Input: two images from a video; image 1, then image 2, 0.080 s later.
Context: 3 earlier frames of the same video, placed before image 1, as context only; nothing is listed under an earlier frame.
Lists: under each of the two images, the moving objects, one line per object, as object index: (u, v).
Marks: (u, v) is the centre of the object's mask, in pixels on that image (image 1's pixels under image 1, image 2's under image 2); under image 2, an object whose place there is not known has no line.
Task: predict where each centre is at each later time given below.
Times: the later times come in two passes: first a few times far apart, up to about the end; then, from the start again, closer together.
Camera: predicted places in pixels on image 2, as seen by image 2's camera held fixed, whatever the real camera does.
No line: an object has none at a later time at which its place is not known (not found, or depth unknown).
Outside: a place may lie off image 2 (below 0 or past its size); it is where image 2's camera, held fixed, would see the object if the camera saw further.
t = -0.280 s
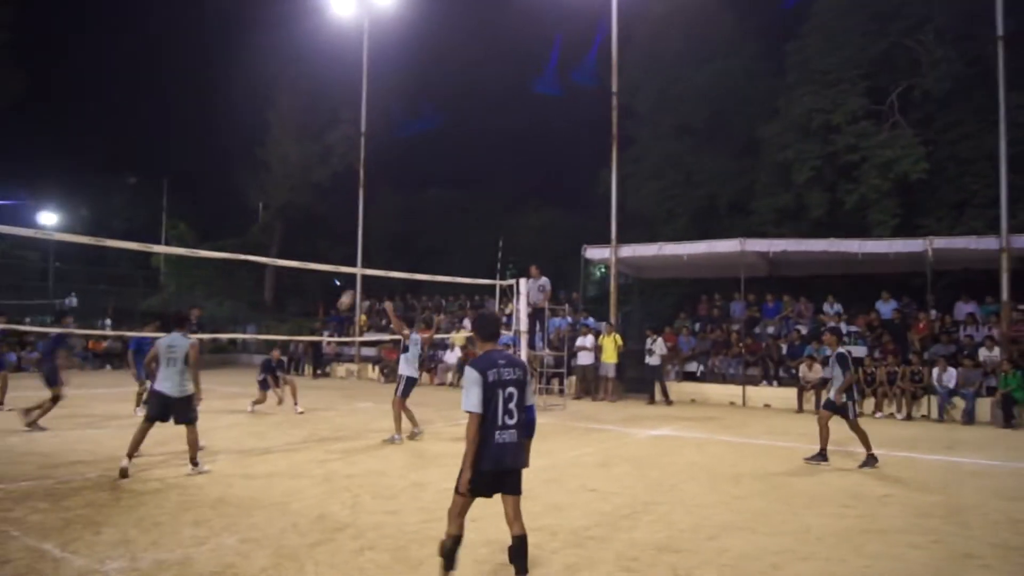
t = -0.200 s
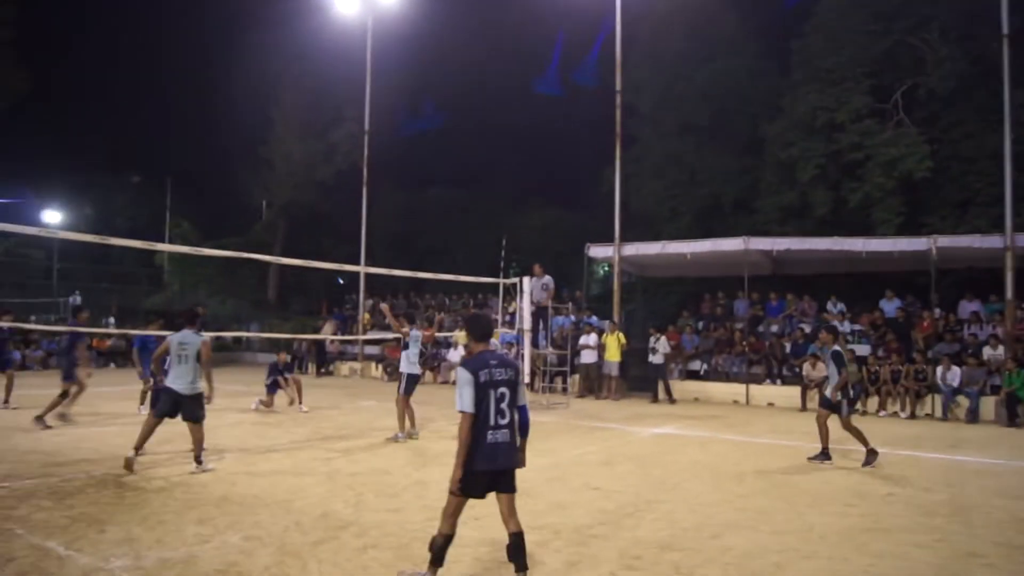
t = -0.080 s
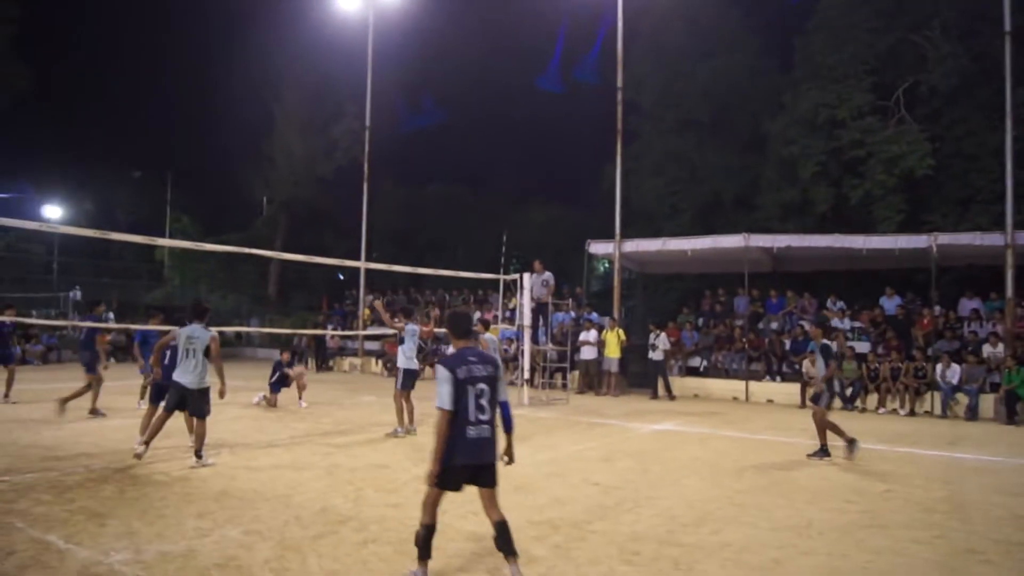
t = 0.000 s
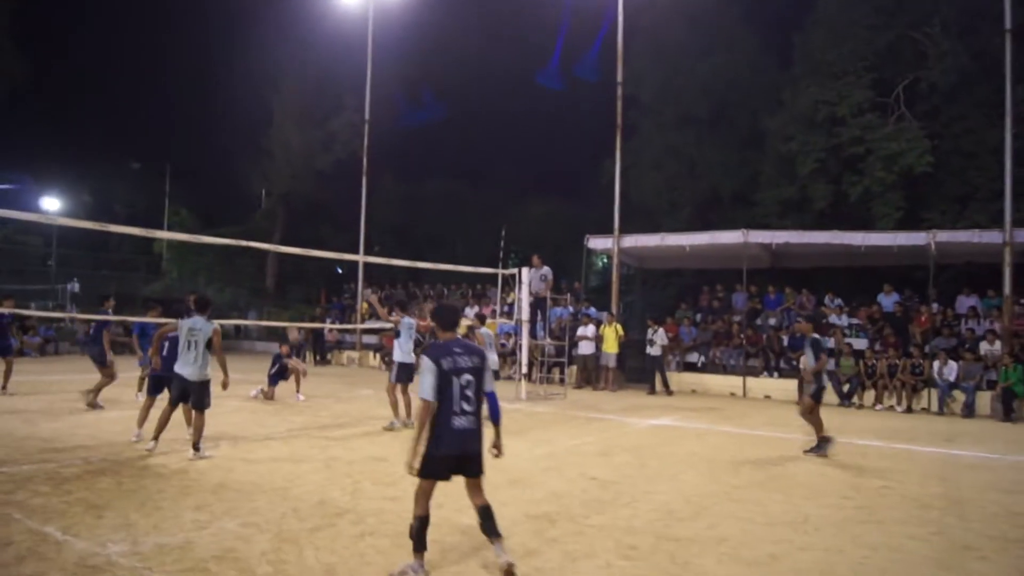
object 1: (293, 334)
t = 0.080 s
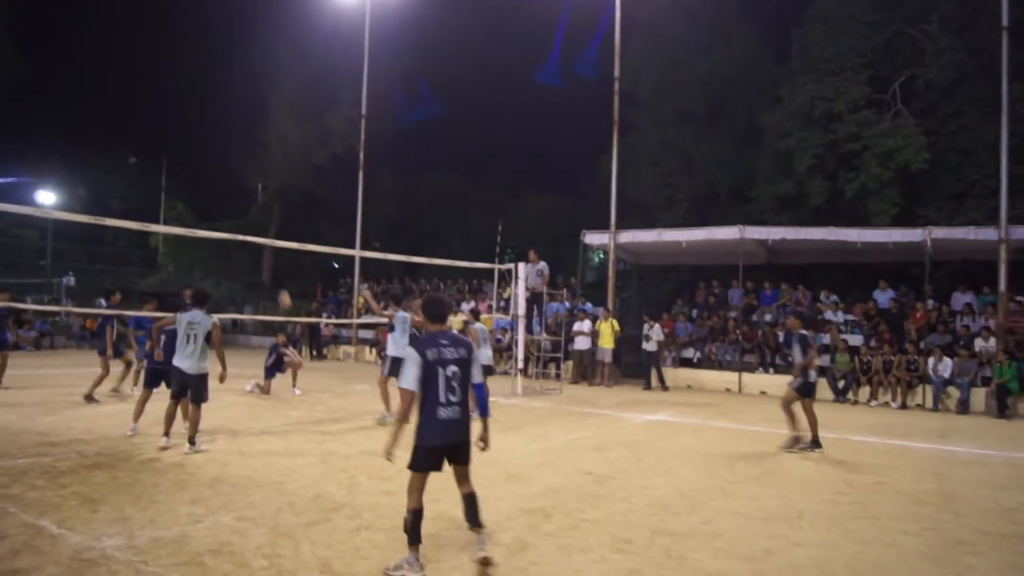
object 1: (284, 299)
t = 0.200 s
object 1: (278, 262)
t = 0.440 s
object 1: (260, 207)
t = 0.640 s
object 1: (242, 186)
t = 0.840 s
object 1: (222, 190)
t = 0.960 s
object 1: (208, 205)
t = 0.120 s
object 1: (282, 287)
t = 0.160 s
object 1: (280, 274)
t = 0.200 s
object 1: (278, 262)
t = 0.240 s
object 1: (275, 252)
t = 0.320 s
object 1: (269, 230)
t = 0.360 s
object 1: (267, 223)
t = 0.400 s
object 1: (263, 214)
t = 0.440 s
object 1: (260, 207)
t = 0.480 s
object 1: (256, 201)
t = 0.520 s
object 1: (253, 196)
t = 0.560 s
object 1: (250, 192)
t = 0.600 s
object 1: (247, 189)
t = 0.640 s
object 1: (242, 186)
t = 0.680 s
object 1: (238, 185)
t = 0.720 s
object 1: (235, 184)
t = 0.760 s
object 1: (230, 185)
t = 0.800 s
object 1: (227, 187)
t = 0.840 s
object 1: (222, 190)
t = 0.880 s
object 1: (218, 193)
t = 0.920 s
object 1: (213, 199)
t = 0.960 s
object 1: (208, 205)
